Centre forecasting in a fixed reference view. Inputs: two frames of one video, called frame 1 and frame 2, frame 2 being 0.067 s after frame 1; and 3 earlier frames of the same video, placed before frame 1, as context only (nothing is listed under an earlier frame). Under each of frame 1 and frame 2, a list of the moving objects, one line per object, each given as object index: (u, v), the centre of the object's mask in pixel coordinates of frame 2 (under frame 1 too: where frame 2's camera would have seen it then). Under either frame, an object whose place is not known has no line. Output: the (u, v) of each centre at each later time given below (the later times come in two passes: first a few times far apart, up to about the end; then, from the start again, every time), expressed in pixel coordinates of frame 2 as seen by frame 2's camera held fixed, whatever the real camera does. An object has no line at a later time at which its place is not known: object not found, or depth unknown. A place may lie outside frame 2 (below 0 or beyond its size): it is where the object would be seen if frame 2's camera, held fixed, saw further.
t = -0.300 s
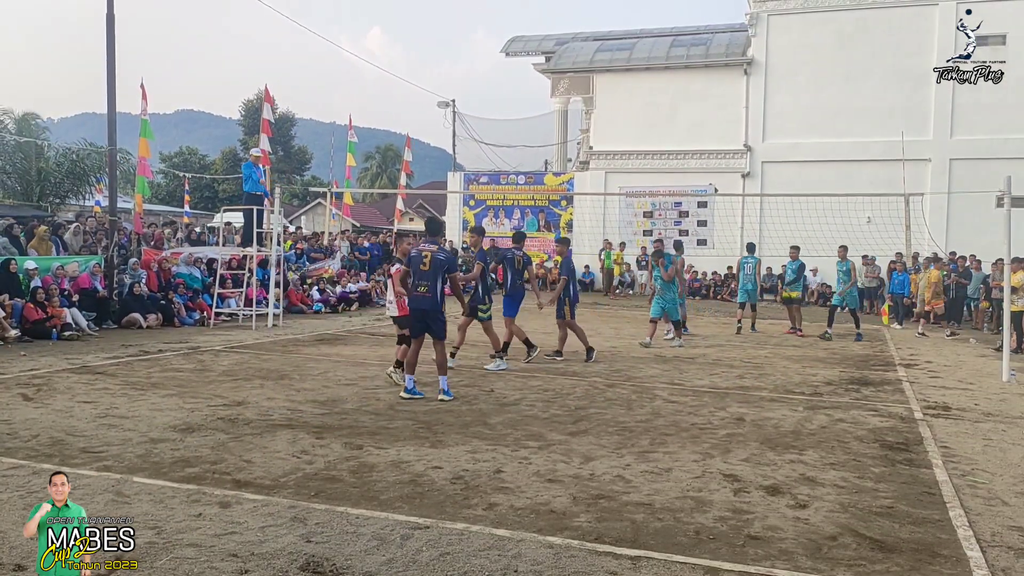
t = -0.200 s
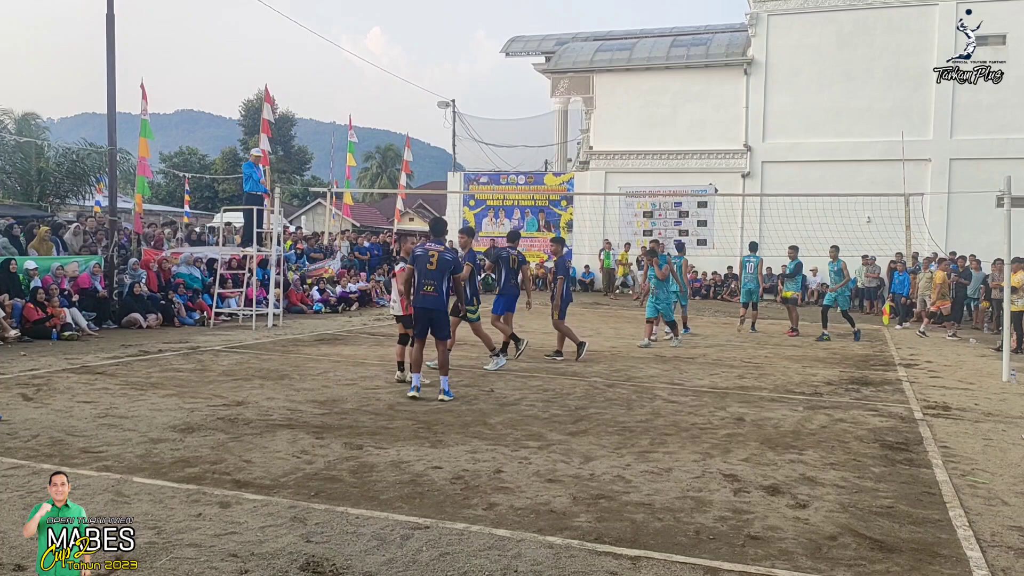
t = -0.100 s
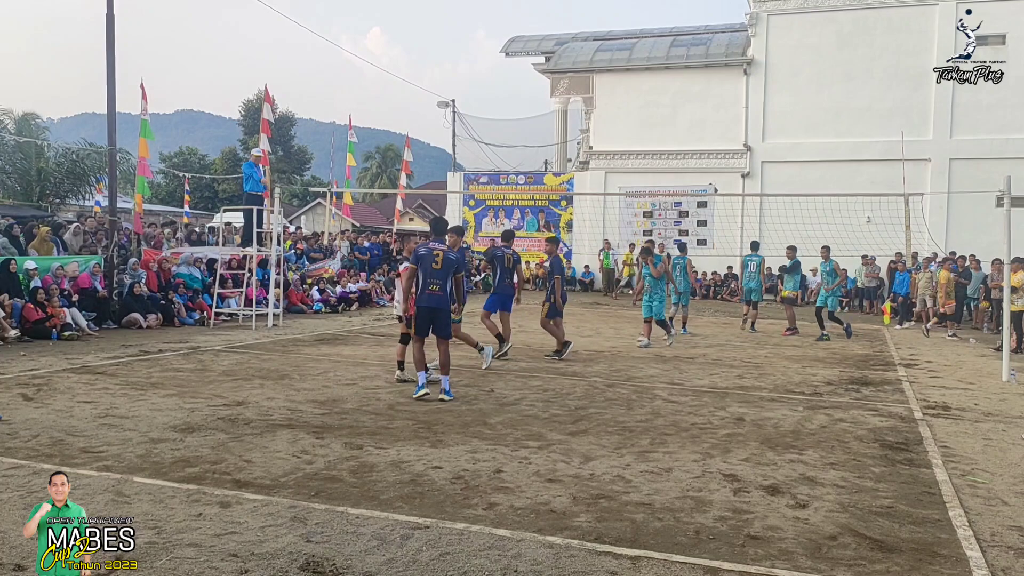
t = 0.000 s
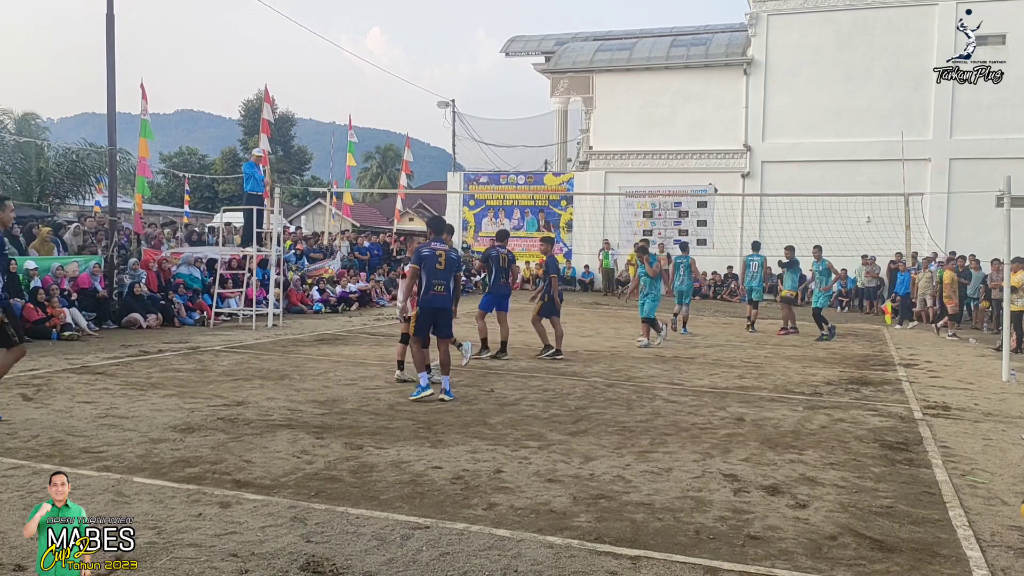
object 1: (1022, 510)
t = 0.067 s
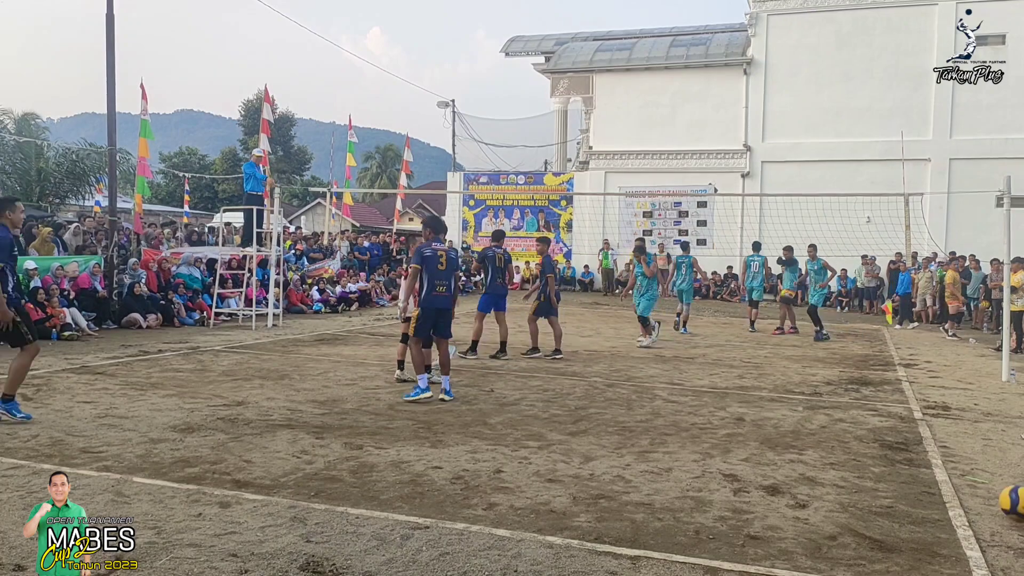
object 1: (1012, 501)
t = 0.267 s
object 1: (988, 447)
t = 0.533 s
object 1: (962, 414)
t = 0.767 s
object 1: (946, 401)
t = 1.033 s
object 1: (930, 386)
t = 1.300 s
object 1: (917, 376)
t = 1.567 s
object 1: (909, 365)
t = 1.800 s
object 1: (905, 357)
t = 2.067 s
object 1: (903, 351)
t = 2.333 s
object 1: (901, 346)
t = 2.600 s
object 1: (901, 339)
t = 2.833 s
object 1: (901, 336)
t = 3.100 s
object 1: (903, 333)
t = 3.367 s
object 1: (905, 327)
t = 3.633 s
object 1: (908, 328)
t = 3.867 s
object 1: (911, 325)
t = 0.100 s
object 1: (1010, 487)
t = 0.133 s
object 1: (1007, 475)
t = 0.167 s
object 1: (1003, 465)
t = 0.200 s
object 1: (997, 457)
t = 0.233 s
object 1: (993, 451)
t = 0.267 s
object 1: (988, 447)
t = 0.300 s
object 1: (984, 445)
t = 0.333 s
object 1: (979, 444)
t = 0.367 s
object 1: (976, 445)
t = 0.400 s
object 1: (972, 442)
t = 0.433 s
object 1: (969, 432)
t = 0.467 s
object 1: (967, 424)
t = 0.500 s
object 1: (964, 419)
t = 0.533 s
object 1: (962, 414)
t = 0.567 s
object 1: (959, 411)
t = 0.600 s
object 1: (957, 409)
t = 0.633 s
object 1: (955, 409)
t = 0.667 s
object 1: (953, 409)
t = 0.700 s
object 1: (951, 412)
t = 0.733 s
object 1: (949, 406)
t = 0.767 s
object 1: (946, 401)
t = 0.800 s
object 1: (944, 397)
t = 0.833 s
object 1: (942, 394)
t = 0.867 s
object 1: (940, 393)
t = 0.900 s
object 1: (939, 393)
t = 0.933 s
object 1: (937, 394)
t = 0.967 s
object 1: (935, 392)
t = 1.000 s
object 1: (933, 388)
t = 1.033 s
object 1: (930, 386)
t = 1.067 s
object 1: (929, 384)
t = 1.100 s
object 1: (927, 384)
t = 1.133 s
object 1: (925, 384)
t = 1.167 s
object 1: (924, 380)
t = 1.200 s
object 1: (922, 377)
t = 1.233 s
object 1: (921, 375)
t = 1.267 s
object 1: (919, 375)
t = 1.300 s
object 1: (917, 376)
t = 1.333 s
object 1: (917, 372)
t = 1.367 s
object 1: (915, 369)
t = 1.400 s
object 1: (914, 367)
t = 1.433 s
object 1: (913, 366)
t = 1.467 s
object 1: (912, 364)
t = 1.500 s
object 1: (911, 365)
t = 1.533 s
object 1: (910, 366)
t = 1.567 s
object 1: (909, 365)
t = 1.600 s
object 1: (908, 362)
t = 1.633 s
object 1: (909, 361)
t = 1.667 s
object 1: (908, 359)
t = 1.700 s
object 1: (907, 358)
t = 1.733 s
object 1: (907, 359)
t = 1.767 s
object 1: (906, 359)
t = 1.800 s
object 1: (905, 357)
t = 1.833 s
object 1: (905, 356)
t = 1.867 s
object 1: (905, 355)
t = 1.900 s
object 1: (905, 355)
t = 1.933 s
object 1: (904, 354)
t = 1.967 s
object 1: (903, 353)
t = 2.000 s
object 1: (903, 353)
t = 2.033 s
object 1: (903, 352)
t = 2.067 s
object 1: (903, 351)
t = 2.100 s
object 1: (903, 350)
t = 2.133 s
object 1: (902, 350)
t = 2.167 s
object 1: (902, 348)
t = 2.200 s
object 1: (902, 347)
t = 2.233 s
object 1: (902, 346)
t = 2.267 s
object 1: (902, 345)
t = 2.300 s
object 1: (902, 345)
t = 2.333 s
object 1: (901, 346)
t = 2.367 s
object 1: (902, 344)
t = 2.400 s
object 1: (901, 343)
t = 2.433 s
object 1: (901, 342)
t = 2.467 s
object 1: (901, 342)
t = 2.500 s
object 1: (901, 342)
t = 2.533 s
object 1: (901, 342)
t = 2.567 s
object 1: (901, 340)
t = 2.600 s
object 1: (901, 339)
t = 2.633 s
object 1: (901, 338)
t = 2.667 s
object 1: (901, 337)
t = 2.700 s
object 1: (902, 337)
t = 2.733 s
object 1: (901, 338)
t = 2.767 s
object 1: (902, 338)
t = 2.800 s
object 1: (901, 337)
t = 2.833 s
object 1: (901, 336)
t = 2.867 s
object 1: (902, 336)
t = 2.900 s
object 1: (902, 336)
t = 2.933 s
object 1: (902, 334)
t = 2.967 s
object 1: (902, 334)
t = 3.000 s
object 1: (902, 333)
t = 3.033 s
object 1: (902, 333)
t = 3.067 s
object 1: (902, 334)
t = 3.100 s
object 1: (903, 333)
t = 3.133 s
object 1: (903, 332)
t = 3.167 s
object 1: (903, 332)
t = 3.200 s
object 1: (903, 332)
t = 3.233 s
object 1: (904, 331)
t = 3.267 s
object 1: (904, 329)
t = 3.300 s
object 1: (905, 328)
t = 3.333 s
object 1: (905, 327)
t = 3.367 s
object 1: (905, 327)
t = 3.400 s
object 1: (905, 328)
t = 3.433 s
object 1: (905, 329)
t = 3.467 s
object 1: (906, 328)
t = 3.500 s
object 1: (906, 328)
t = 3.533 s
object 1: (907, 327)
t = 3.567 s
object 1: (907, 327)
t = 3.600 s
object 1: (908, 328)
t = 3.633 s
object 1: (908, 328)
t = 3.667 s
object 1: (909, 326)
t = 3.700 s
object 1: (909, 325)
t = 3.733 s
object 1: (910, 325)
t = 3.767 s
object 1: (910, 325)
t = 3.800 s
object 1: (910, 325)
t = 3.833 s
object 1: (911, 327)
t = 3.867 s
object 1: (911, 325)
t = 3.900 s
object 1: (912, 325)
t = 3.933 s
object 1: (912, 323)
